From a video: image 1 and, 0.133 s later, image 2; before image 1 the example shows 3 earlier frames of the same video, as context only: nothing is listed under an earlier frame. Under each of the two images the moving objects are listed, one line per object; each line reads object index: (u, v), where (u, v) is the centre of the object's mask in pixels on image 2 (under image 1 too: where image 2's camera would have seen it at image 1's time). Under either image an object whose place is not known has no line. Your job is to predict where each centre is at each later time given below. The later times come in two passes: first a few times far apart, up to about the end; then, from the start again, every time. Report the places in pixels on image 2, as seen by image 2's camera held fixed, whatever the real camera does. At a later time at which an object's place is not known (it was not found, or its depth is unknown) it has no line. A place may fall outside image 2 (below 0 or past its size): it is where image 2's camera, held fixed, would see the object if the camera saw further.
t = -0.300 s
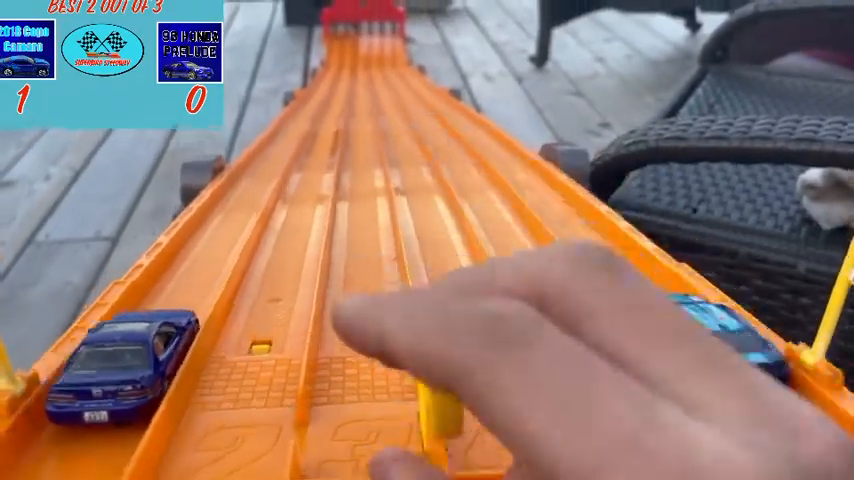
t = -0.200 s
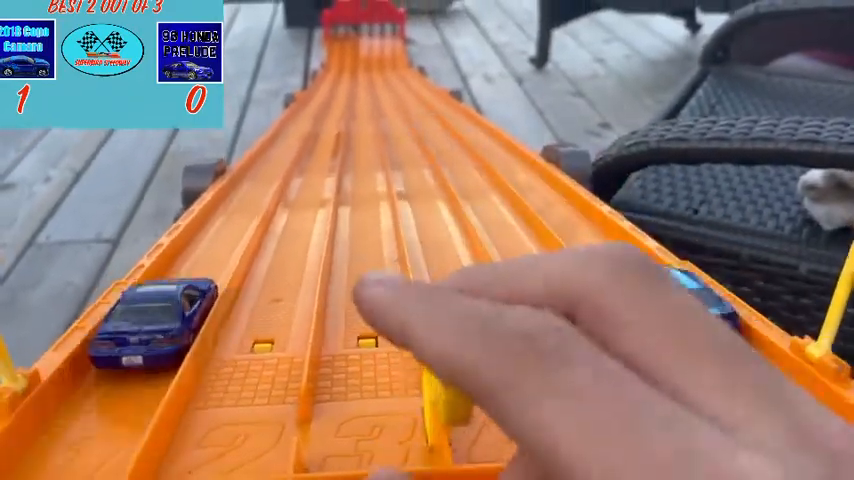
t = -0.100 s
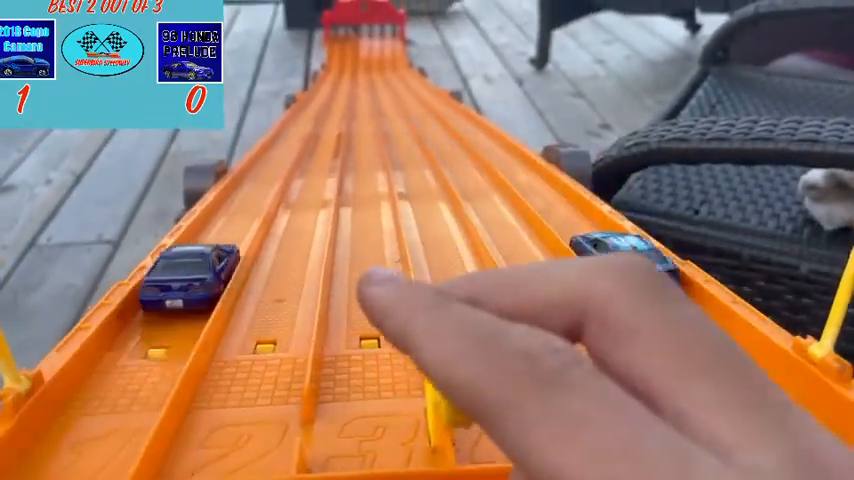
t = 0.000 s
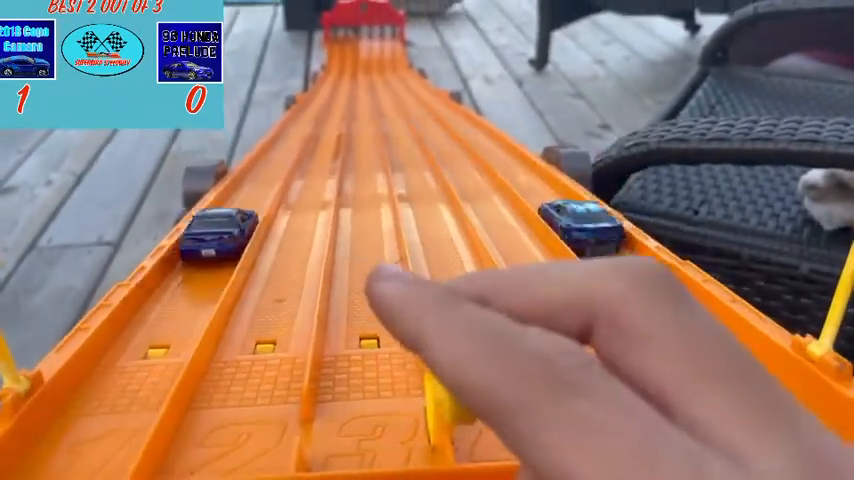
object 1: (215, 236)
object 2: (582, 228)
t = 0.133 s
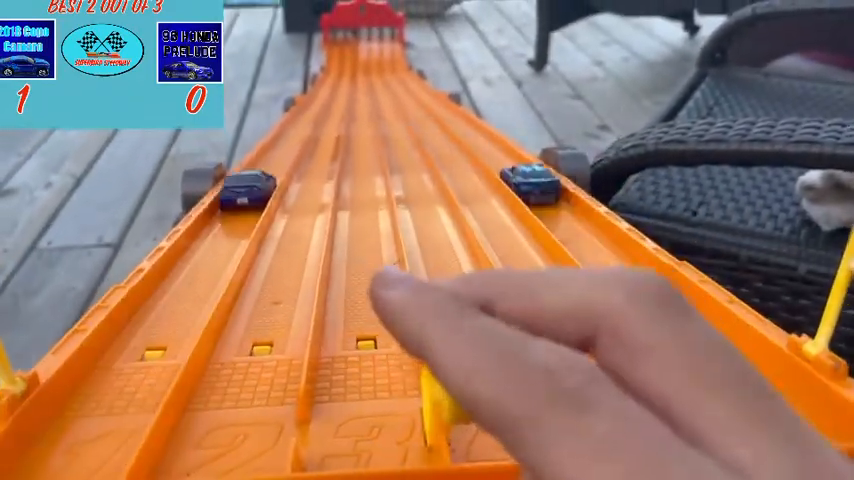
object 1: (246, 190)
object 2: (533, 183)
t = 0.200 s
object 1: (259, 173)
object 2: (512, 167)
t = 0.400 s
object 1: (293, 131)
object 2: (467, 127)
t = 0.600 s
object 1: (310, 103)
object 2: (438, 101)
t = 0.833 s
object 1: (322, 82)
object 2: (414, 80)
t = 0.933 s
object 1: (327, 73)
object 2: (408, 72)
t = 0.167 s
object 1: (253, 181)
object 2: (522, 175)
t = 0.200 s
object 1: (259, 173)
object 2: (512, 167)
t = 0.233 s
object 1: (265, 165)
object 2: (504, 159)
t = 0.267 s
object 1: (271, 157)
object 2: (495, 151)
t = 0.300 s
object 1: (277, 149)
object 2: (488, 144)
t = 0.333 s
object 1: (282, 142)
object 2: (480, 138)
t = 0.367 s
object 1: (288, 136)
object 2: (473, 132)
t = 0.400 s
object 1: (293, 131)
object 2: (467, 127)
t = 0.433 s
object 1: (296, 125)
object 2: (460, 121)
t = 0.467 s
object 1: (299, 119)
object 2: (455, 116)
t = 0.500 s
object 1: (301, 114)
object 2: (450, 112)
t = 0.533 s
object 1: (303, 110)
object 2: (446, 107)
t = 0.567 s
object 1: (307, 106)
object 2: (442, 104)
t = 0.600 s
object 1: (310, 103)
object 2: (438, 101)
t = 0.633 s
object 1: (313, 99)
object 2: (433, 98)
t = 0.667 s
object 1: (315, 96)
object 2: (430, 96)
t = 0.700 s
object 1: (317, 93)
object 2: (427, 93)
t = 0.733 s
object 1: (318, 91)
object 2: (423, 90)
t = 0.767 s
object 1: (320, 88)
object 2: (419, 86)
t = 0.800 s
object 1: (321, 85)
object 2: (416, 84)
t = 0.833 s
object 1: (322, 82)
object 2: (414, 80)
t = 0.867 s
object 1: (325, 78)
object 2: (411, 78)
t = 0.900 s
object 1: (326, 75)
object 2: (409, 75)
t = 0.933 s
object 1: (327, 73)
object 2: (408, 72)
